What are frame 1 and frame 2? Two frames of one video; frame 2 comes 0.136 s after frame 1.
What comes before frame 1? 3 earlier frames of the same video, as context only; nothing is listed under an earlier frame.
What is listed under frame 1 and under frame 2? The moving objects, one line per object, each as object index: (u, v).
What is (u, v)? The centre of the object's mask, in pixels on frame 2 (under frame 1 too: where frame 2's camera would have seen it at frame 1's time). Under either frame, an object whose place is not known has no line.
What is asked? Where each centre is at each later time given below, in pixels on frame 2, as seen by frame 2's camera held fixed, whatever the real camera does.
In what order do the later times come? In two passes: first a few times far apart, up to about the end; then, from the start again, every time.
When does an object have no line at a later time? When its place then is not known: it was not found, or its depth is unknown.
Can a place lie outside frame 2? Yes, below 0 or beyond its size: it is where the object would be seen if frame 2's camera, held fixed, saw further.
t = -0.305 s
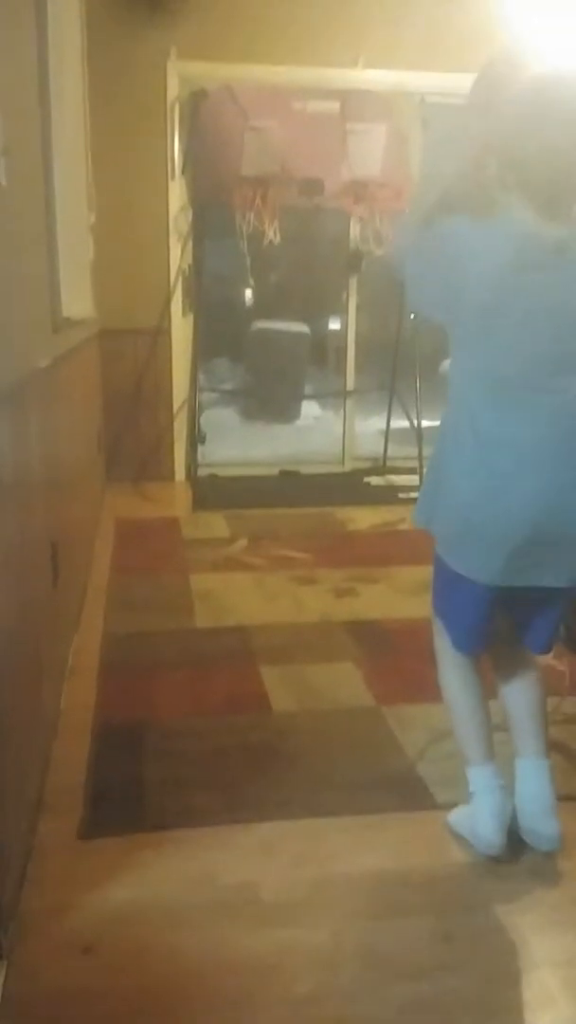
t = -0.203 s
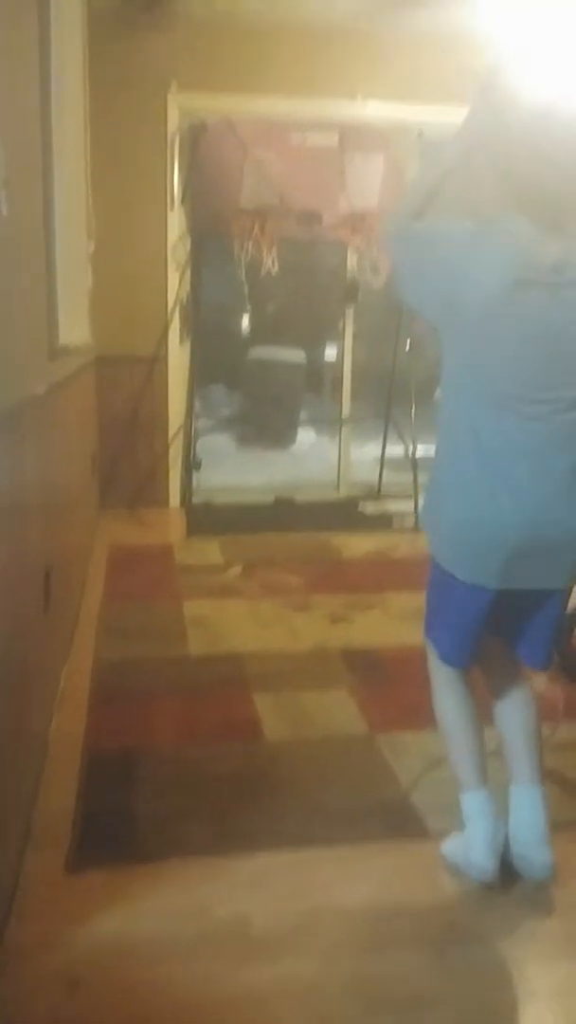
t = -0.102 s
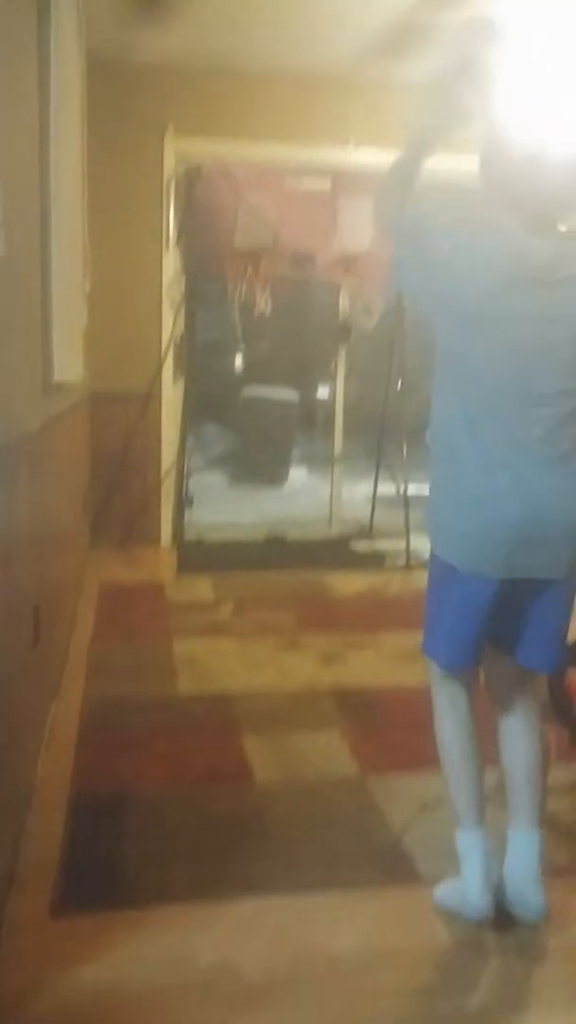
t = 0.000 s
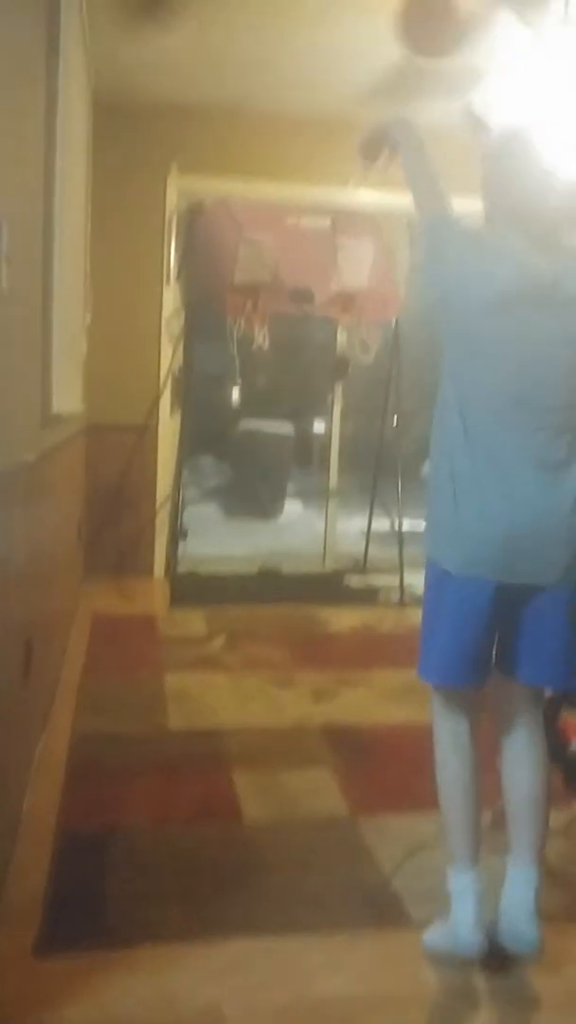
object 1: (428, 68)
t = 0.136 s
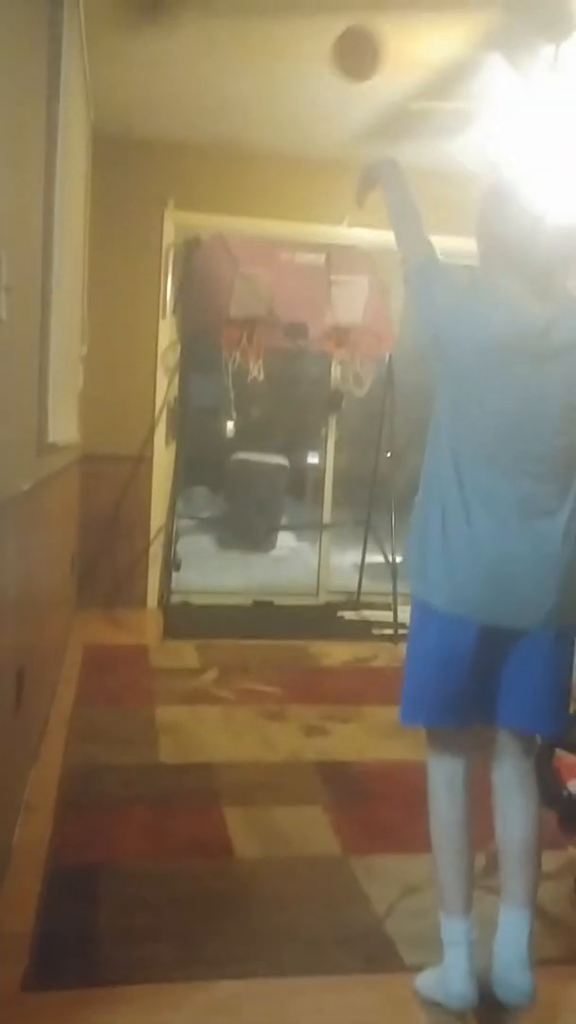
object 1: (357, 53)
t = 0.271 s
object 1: (314, 89)
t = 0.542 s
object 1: (259, 254)
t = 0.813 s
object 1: (262, 394)
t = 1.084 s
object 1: (278, 537)
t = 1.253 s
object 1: (277, 576)
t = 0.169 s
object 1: (344, 60)
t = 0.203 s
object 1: (333, 68)
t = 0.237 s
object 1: (322, 78)
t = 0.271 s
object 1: (314, 89)
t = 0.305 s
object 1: (305, 101)
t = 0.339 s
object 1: (297, 120)
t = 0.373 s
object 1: (290, 138)
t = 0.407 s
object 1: (282, 159)
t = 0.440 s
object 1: (277, 182)
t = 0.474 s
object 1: (268, 205)
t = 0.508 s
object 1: (263, 232)
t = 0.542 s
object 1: (259, 254)
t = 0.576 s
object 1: (251, 281)
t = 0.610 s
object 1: (248, 307)
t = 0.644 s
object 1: (248, 339)
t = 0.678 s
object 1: (249, 354)
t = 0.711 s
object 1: (256, 376)
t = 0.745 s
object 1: (259, 381)
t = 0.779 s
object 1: (260, 388)
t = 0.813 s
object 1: (262, 394)
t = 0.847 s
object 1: (265, 404)
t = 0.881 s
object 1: (266, 416)
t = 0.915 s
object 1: (269, 431)
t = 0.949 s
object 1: (270, 449)
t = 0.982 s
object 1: (273, 468)
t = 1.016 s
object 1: (274, 488)
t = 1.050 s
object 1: (276, 512)
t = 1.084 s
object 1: (278, 537)
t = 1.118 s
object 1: (278, 570)
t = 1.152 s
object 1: (279, 600)
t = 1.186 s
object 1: (279, 615)
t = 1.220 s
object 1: (277, 595)
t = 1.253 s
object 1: (277, 576)
